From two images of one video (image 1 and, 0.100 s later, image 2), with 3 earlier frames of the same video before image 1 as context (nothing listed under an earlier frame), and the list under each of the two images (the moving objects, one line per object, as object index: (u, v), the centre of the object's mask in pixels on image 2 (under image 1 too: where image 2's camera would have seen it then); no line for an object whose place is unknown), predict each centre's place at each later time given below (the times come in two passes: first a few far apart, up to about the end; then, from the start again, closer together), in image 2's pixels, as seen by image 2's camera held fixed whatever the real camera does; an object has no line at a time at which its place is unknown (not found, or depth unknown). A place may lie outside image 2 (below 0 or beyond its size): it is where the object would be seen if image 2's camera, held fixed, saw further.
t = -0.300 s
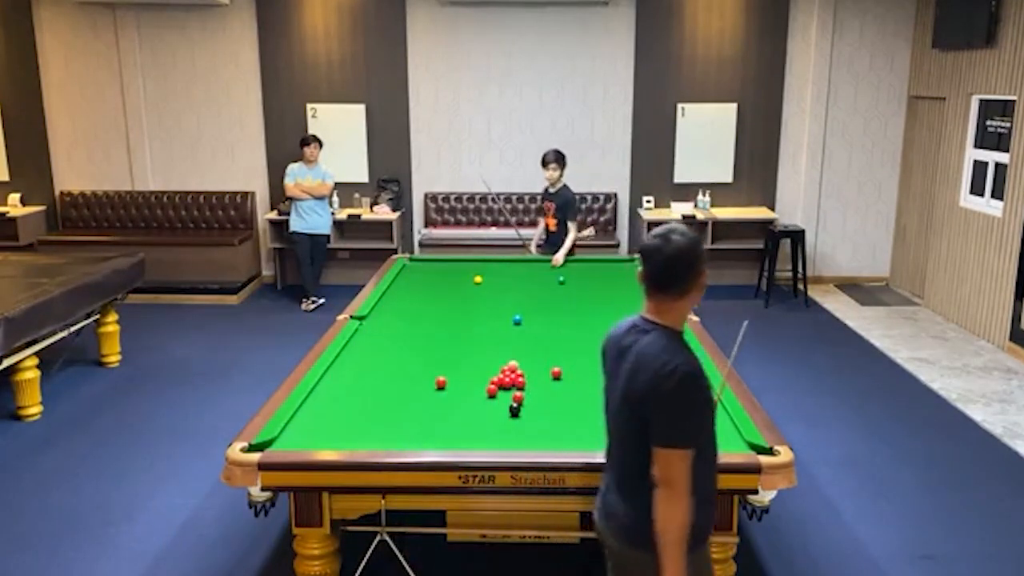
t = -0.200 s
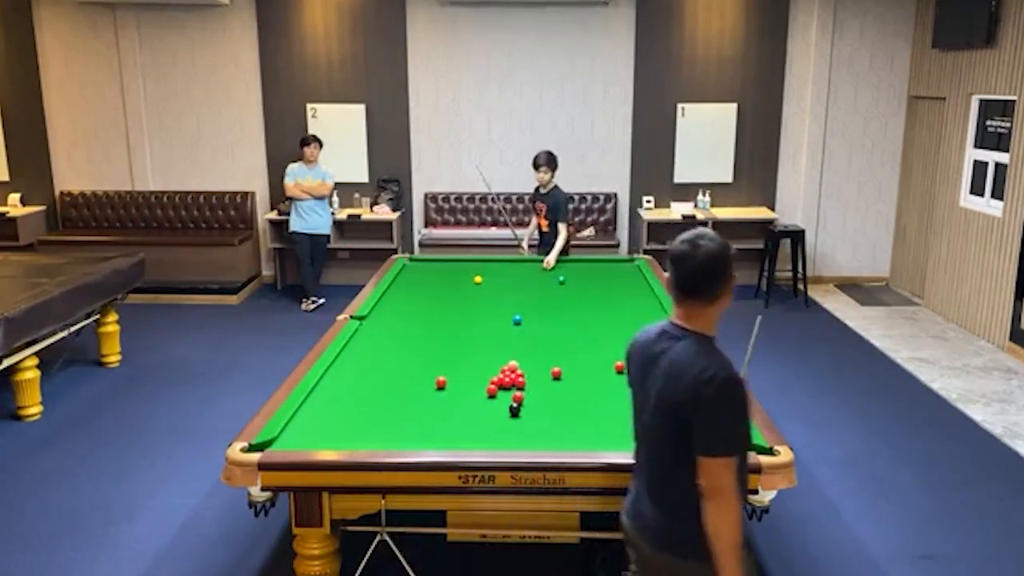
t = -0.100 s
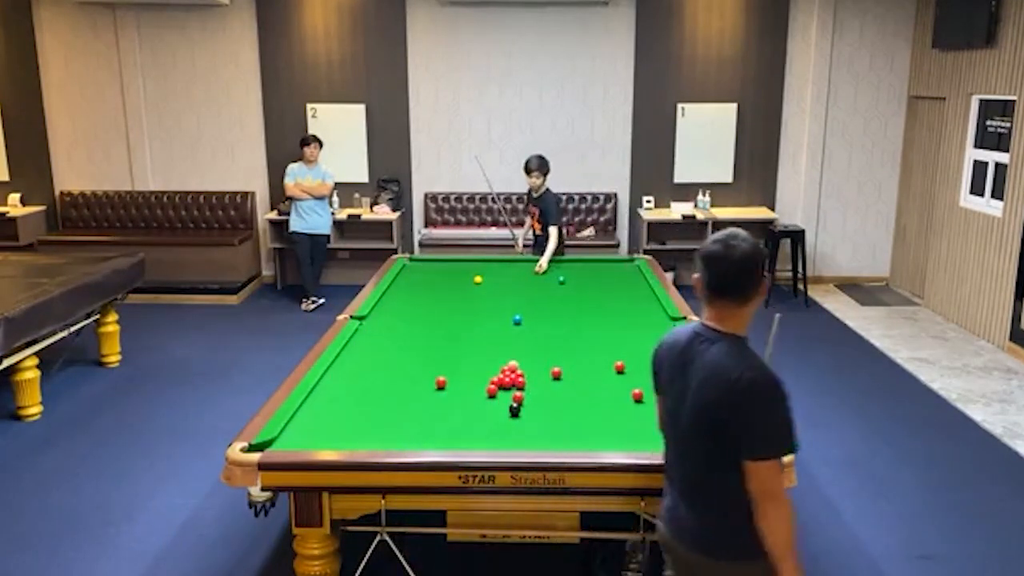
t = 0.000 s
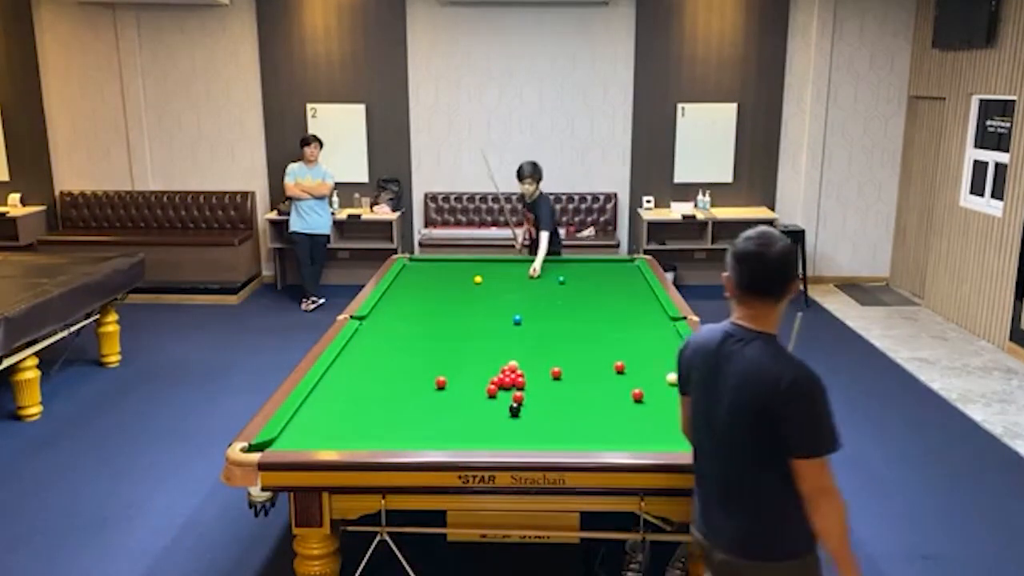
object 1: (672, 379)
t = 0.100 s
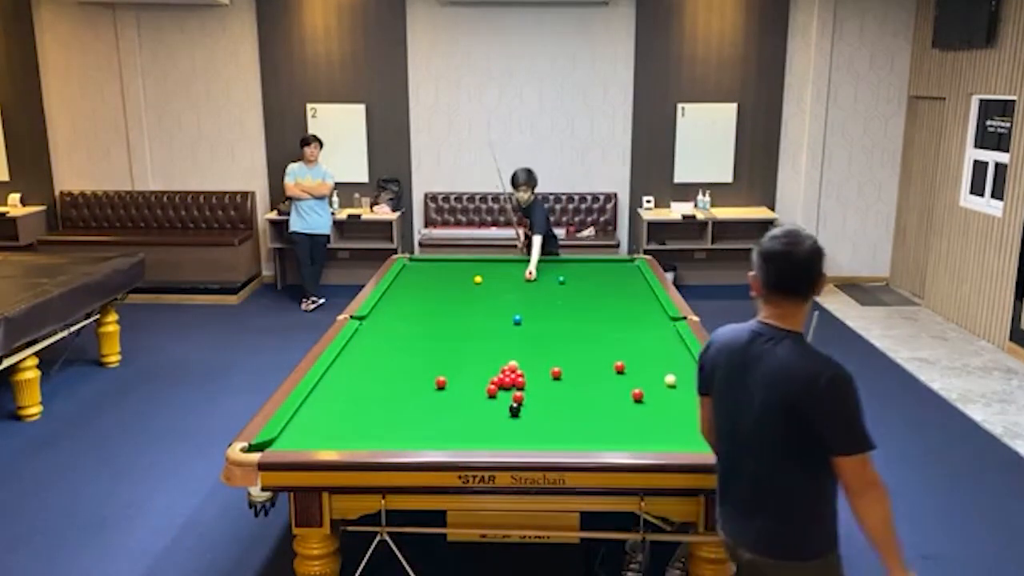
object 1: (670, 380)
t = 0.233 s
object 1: (668, 383)
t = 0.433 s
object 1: (663, 386)
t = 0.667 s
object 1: (659, 390)
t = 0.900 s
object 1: (655, 394)
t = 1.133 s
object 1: (651, 397)
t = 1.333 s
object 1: (648, 400)
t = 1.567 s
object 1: (645, 402)
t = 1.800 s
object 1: (642, 405)
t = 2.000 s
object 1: (639, 407)
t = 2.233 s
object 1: (637, 409)
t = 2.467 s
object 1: (635, 411)
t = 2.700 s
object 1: (633, 412)
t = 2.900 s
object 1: (631, 413)
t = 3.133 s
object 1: (630, 414)
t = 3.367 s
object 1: (630, 415)
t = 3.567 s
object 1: (630, 415)
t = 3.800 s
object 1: (629, 415)
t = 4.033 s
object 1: (629, 416)
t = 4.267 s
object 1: (629, 416)
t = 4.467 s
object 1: (629, 416)
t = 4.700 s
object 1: (629, 416)
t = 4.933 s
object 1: (629, 416)
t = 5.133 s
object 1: (629, 416)
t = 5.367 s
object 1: (629, 416)
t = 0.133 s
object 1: (670, 381)
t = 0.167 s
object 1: (669, 382)
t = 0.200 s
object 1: (668, 382)
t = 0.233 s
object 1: (668, 383)
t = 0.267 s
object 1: (667, 383)
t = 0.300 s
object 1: (666, 384)
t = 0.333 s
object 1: (665, 385)
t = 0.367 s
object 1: (665, 385)
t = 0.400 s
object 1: (664, 386)
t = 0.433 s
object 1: (663, 386)
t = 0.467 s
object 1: (663, 387)
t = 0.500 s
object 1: (662, 387)
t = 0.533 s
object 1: (662, 388)
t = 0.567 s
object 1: (661, 388)
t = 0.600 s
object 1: (661, 389)
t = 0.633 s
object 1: (660, 389)
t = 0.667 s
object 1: (659, 390)
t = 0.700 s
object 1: (658, 390)
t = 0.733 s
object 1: (658, 391)
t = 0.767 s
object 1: (658, 391)
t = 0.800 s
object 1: (657, 392)
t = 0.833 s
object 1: (656, 393)
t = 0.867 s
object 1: (656, 393)
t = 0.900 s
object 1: (655, 394)
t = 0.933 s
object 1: (655, 394)
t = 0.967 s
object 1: (654, 395)
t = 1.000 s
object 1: (654, 395)
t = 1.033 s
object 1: (653, 395)
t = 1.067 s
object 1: (652, 396)
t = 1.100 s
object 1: (652, 396)
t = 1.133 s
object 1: (651, 397)
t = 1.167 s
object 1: (651, 397)
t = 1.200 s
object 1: (650, 398)
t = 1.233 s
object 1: (649, 398)
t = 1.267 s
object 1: (649, 399)
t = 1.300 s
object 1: (648, 399)
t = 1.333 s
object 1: (648, 400)
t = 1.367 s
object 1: (647, 400)
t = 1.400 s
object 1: (647, 401)
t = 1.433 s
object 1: (646, 401)
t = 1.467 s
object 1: (646, 401)
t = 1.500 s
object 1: (645, 402)
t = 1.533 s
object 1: (645, 402)
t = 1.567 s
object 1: (645, 402)
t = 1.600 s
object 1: (644, 403)
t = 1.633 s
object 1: (644, 403)
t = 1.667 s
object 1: (643, 404)
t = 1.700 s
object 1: (643, 404)
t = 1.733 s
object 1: (642, 404)
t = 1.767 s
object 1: (642, 405)
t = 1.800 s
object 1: (642, 405)
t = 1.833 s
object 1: (641, 405)
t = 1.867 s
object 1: (641, 406)
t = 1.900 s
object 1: (640, 406)
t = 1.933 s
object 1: (640, 406)
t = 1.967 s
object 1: (640, 407)
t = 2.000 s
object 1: (639, 407)
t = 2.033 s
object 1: (639, 408)
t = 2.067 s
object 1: (639, 408)
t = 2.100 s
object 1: (638, 408)
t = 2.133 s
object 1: (638, 409)
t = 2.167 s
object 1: (638, 409)
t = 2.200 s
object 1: (637, 409)
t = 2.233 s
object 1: (637, 409)
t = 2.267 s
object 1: (636, 409)
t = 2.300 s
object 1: (636, 410)
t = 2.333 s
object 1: (636, 410)
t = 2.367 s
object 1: (636, 410)
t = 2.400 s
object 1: (635, 410)
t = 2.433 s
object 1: (635, 411)
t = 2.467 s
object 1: (635, 411)
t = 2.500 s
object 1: (634, 411)
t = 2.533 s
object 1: (634, 411)
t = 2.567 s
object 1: (634, 411)
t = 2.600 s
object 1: (634, 412)
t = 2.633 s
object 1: (633, 412)
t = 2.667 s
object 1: (633, 412)
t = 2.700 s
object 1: (633, 412)
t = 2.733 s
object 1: (632, 413)
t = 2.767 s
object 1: (632, 413)
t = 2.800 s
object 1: (632, 413)
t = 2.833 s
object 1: (632, 413)
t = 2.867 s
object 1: (632, 413)
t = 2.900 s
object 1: (631, 413)
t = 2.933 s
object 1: (631, 414)
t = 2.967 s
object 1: (631, 414)
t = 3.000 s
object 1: (631, 414)
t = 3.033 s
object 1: (631, 414)
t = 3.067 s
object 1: (630, 414)
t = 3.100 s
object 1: (630, 414)
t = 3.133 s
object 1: (630, 414)
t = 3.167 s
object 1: (630, 414)
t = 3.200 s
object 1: (630, 414)
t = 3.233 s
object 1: (630, 414)
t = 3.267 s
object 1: (630, 415)
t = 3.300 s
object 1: (630, 415)
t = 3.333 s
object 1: (630, 415)
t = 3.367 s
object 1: (630, 415)
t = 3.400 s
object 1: (630, 415)
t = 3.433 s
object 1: (630, 415)
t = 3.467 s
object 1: (630, 415)
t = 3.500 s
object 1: (630, 415)
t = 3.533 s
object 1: (630, 415)
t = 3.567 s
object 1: (630, 415)
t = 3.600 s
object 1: (630, 415)
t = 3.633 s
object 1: (630, 415)
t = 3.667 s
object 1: (630, 415)
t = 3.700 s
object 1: (630, 415)
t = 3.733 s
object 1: (630, 415)
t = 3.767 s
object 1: (629, 415)
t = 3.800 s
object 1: (629, 415)
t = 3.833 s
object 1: (630, 415)
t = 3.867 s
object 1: (629, 415)
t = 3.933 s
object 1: (629, 415)
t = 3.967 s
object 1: (629, 415)
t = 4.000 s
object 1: (629, 416)
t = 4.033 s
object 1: (629, 416)
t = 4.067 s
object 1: (629, 416)
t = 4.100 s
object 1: (629, 416)
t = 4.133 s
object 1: (629, 416)
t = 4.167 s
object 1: (629, 416)
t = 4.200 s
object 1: (629, 416)
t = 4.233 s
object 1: (629, 416)
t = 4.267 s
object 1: (629, 416)
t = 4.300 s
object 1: (629, 416)
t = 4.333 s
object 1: (629, 416)
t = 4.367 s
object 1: (629, 416)
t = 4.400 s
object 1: (629, 416)
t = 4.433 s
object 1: (629, 416)
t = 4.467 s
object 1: (629, 416)
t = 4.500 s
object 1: (629, 416)
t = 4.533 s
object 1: (629, 416)
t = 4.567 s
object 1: (629, 416)
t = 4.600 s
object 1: (629, 416)
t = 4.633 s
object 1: (629, 416)
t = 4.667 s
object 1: (629, 416)
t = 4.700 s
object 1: (629, 416)
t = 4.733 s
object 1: (629, 416)
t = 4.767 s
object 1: (629, 415)
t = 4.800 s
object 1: (629, 416)
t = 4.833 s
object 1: (629, 416)
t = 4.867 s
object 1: (629, 416)
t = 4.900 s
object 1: (629, 416)
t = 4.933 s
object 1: (629, 416)
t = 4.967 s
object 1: (629, 416)
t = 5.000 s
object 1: (629, 416)
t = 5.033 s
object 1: (629, 416)
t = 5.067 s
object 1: (629, 416)
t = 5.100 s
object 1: (629, 416)
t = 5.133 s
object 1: (629, 416)
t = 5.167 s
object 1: (629, 416)
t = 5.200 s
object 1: (629, 416)
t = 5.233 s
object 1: (629, 416)
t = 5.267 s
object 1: (629, 416)
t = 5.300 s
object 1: (629, 416)
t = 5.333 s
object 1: (629, 416)
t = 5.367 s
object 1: (629, 416)
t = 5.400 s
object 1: (629, 416)
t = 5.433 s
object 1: (629, 416)
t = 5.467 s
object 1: (629, 416)
